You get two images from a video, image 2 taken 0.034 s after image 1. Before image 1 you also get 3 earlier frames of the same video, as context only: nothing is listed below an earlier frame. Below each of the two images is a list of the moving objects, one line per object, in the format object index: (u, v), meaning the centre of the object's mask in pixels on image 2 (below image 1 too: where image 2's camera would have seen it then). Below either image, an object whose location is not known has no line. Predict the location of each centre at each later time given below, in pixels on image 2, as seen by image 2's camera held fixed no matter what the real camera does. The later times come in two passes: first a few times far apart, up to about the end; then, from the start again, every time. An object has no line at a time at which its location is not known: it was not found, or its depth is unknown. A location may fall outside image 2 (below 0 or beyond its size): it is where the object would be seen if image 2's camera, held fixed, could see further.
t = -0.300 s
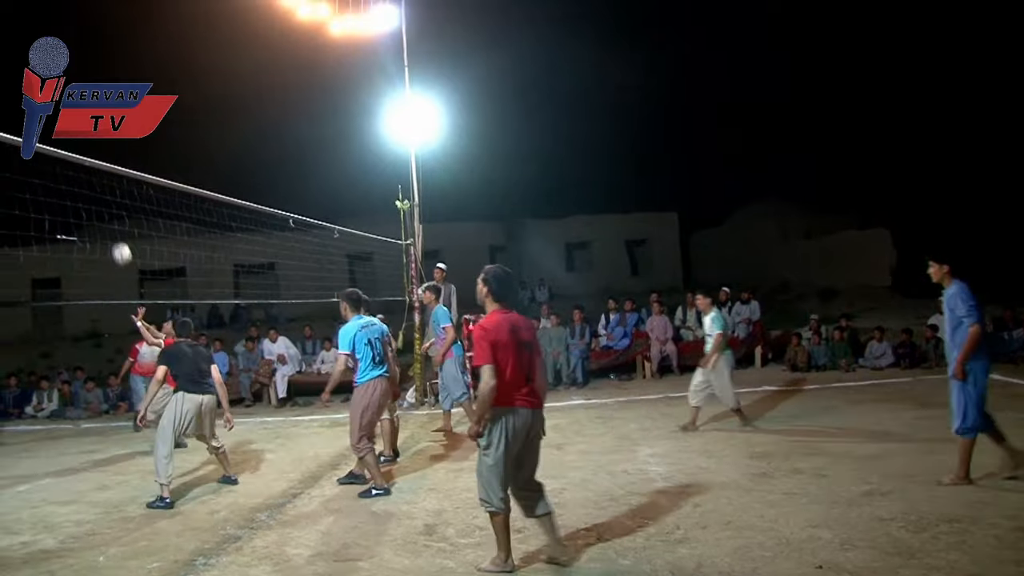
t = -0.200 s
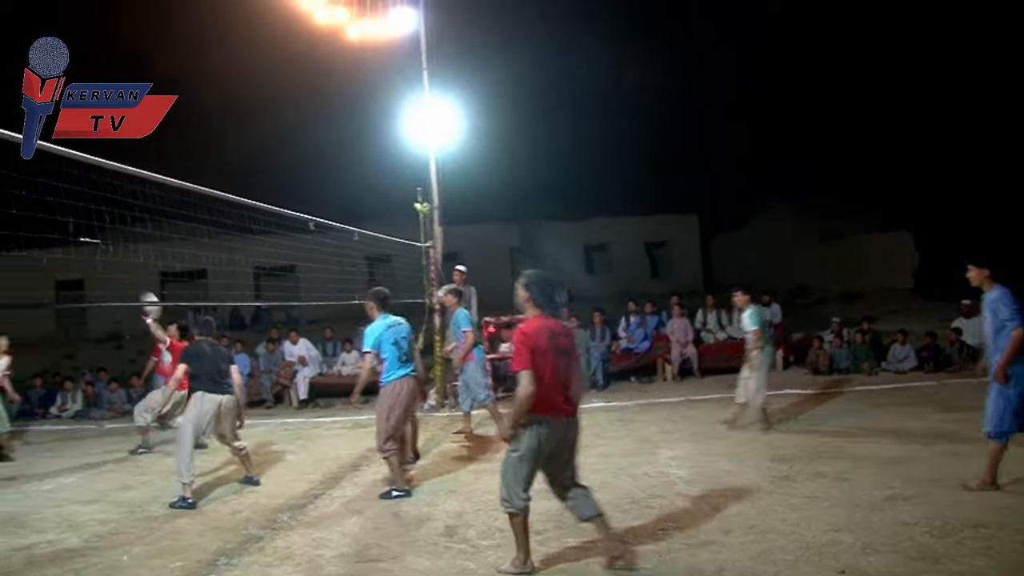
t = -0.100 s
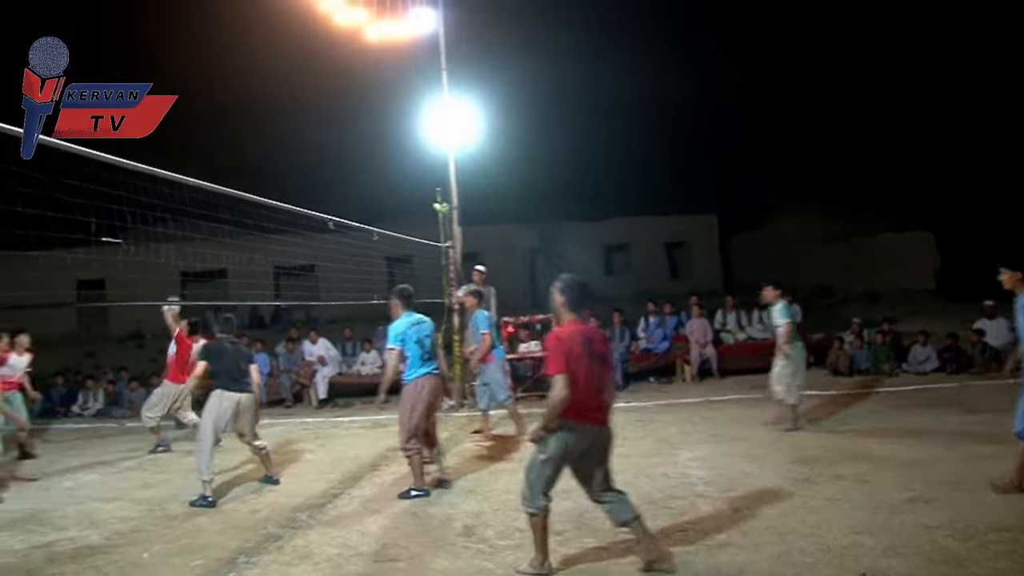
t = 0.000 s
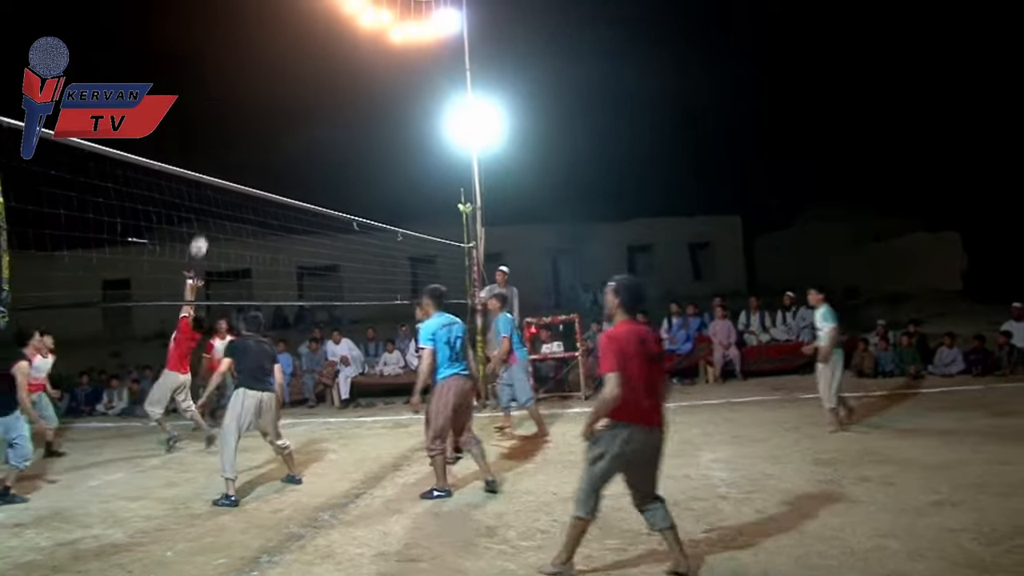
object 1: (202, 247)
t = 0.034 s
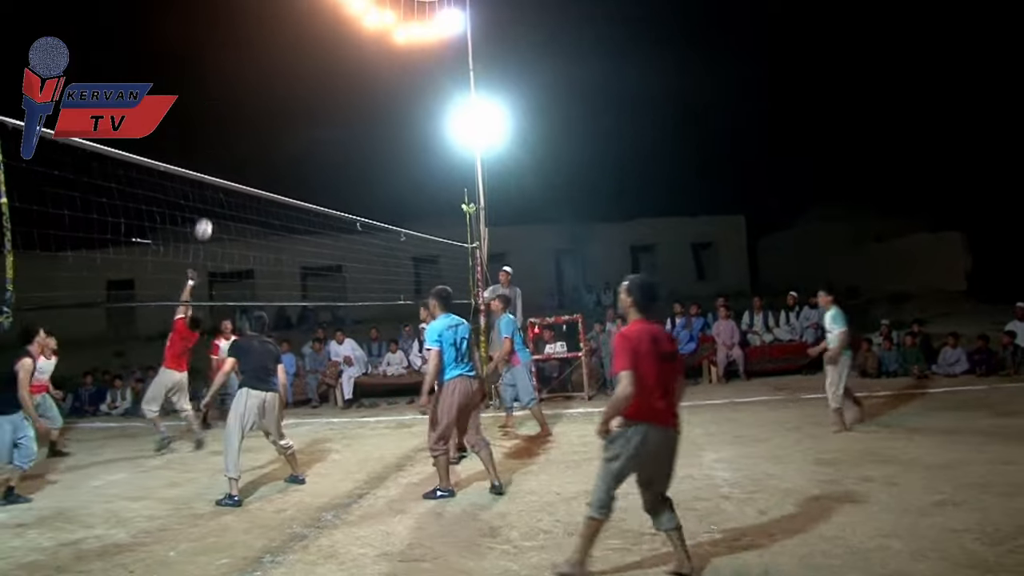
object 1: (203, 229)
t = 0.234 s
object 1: (211, 161)
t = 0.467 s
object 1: (222, 123)
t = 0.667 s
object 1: (230, 125)
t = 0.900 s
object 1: (239, 159)
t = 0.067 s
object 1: (204, 221)
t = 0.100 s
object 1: (205, 213)
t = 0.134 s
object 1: (206, 198)
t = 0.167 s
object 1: (207, 188)
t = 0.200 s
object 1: (210, 170)
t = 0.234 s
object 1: (211, 161)
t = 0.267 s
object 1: (212, 156)
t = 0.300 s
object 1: (213, 152)
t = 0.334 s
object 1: (214, 144)
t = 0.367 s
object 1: (216, 137)
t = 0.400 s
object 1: (218, 131)
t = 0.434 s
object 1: (220, 126)
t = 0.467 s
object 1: (222, 123)
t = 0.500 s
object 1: (223, 122)
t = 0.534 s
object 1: (223, 121)
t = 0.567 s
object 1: (225, 120)
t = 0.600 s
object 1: (227, 121)
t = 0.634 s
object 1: (228, 122)
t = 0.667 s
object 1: (230, 125)
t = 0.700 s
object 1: (230, 127)
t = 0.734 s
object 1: (231, 129)
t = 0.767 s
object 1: (233, 134)
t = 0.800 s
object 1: (235, 140)
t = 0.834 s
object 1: (237, 147)
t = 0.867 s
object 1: (239, 155)
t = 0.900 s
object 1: (239, 159)
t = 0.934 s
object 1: (240, 164)
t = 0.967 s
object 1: (242, 174)
